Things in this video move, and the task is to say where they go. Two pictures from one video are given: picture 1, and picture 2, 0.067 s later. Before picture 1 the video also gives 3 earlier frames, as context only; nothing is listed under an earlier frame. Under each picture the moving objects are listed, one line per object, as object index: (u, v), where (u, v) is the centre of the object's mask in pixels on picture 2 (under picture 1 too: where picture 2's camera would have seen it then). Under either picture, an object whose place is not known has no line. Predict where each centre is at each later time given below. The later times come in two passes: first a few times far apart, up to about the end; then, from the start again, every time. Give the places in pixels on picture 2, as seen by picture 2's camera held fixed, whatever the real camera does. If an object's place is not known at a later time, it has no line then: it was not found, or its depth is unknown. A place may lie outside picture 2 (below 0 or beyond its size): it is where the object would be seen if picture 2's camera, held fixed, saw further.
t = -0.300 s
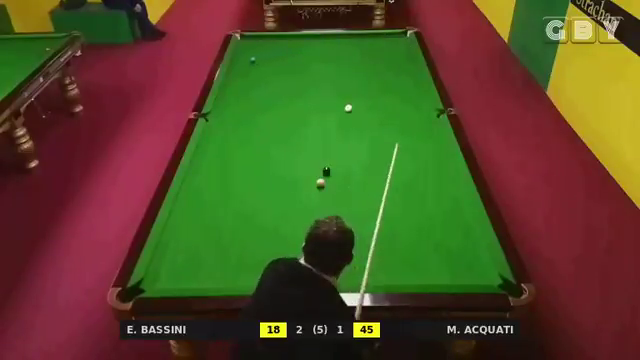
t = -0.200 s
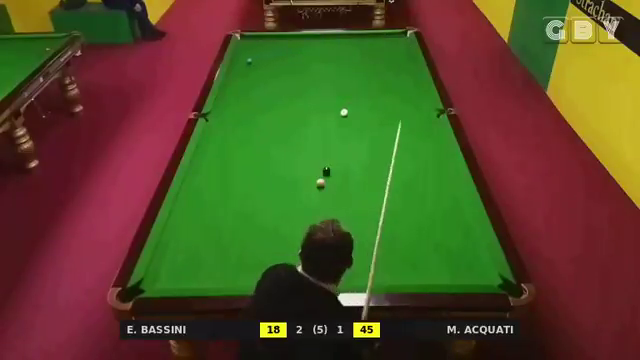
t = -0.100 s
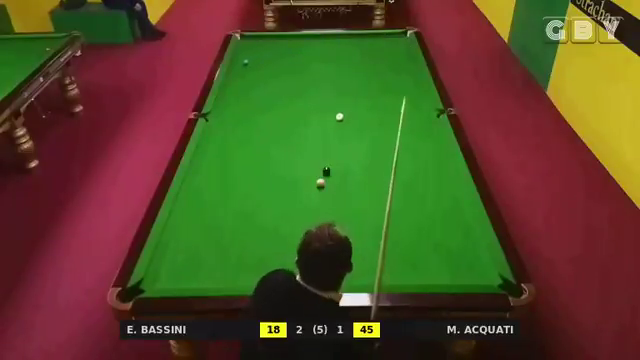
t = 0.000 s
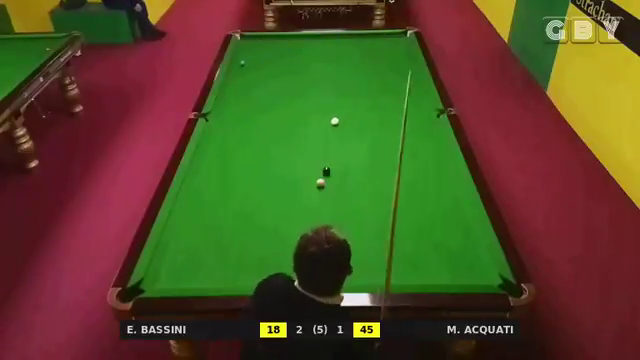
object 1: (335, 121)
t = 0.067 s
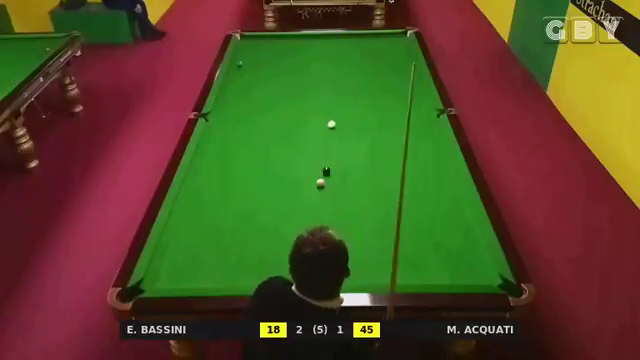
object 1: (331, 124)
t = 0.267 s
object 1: (322, 133)
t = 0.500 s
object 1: (310, 144)
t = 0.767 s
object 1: (296, 157)
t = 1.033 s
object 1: (281, 171)
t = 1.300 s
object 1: (266, 185)
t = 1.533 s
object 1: (252, 197)
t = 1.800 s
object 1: (236, 212)
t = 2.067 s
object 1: (220, 226)
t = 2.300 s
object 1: (204, 240)
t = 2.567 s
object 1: (186, 256)
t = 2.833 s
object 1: (169, 272)
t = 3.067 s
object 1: (152, 285)
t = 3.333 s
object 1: (140, 287)
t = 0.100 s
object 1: (329, 126)
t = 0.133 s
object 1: (328, 127)
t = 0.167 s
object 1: (327, 129)
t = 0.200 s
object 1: (325, 130)
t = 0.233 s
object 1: (324, 132)
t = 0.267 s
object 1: (322, 133)
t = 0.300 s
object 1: (320, 135)
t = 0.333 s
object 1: (318, 136)
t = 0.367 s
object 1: (317, 138)
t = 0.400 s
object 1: (315, 140)
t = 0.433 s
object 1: (313, 141)
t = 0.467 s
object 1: (312, 143)
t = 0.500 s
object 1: (310, 144)
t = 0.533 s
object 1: (308, 146)
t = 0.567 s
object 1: (306, 147)
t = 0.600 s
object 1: (305, 149)
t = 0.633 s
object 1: (303, 151)
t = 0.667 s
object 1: (301, 152)
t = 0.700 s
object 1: (299, 154)
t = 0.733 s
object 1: (298, 156)
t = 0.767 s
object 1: (296, 157)
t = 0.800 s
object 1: (294, 159)
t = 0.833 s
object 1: (292, 161)
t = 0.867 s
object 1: (291, 162)
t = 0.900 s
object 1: (288, 164)
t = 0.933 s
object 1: (287, 166)
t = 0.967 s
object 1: (285, 167)
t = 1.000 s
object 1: (283, 169)
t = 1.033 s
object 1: (281, 171)
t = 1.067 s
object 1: (280, 172)
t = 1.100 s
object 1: (278, 174)
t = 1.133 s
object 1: (276, 176)
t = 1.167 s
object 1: (274, 177)
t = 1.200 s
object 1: (272, 179)
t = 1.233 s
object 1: (270, 181)
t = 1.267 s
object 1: (268, 183)
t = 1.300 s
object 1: (266, 185)
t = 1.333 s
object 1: (264, 186)
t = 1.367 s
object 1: (262, 188)
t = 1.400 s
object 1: (260, 190)
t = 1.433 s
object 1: (258, 192)
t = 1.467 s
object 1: (256, 193)
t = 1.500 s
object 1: (254, 195)
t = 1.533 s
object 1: (252, 197)
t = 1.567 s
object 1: (251, 199)
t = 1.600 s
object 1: (248, 201)
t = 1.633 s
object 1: (246, 203)
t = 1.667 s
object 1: (244, 204)
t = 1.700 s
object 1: (242, 206)
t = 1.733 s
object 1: (240, 208)
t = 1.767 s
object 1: (238, 210)
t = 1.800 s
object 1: (236, 212)
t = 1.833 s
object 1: (234, 213)
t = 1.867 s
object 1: (232, 215)
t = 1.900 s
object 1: (230, 217)
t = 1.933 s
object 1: (228, 219)
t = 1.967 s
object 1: (226, 221)
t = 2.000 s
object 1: (224, 223)
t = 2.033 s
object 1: (222, 225)
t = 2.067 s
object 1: (220, 226)
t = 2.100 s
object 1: (217, 229)
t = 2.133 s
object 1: (215, 230)
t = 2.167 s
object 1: (213, 232)
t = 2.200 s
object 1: (211, 234)
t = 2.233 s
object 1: (209, 236)
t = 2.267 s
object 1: (206, 238)
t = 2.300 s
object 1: (204, 240)
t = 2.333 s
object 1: (202, 242)
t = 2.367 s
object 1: (200, 244)
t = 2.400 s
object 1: (198, 246)
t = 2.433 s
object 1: (196, 248)
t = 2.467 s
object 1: (193, 250)
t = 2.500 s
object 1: (191, 252)
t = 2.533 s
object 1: (189, 254)
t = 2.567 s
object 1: (186, 256)
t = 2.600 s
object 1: (184, 258)
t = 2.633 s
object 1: (182, 260)
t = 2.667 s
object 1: (180, 262)
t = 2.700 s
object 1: (177, 264)
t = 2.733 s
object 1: (175, 266)
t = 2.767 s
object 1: (173, 268)
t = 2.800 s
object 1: (171, 270)
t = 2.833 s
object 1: (169, 272)
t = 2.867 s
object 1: (166, 274)
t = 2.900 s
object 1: (164, 276)
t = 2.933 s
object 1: (162, 278)
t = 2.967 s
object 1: (159, 280)
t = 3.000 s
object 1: (157, 281)
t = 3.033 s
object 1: (155, 283)
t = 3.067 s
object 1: (152, 285)
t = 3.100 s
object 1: (151, 285)
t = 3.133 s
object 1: (149, 285)
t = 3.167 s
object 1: (147, 285)
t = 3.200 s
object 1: (145, 285)
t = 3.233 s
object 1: (143, 285)
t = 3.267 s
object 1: (141, 285)
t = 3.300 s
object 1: (140, 286)
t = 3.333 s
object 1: (140, 287)
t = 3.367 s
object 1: (139, 289)
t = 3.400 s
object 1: (139, 291)
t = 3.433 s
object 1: (138, 294)
